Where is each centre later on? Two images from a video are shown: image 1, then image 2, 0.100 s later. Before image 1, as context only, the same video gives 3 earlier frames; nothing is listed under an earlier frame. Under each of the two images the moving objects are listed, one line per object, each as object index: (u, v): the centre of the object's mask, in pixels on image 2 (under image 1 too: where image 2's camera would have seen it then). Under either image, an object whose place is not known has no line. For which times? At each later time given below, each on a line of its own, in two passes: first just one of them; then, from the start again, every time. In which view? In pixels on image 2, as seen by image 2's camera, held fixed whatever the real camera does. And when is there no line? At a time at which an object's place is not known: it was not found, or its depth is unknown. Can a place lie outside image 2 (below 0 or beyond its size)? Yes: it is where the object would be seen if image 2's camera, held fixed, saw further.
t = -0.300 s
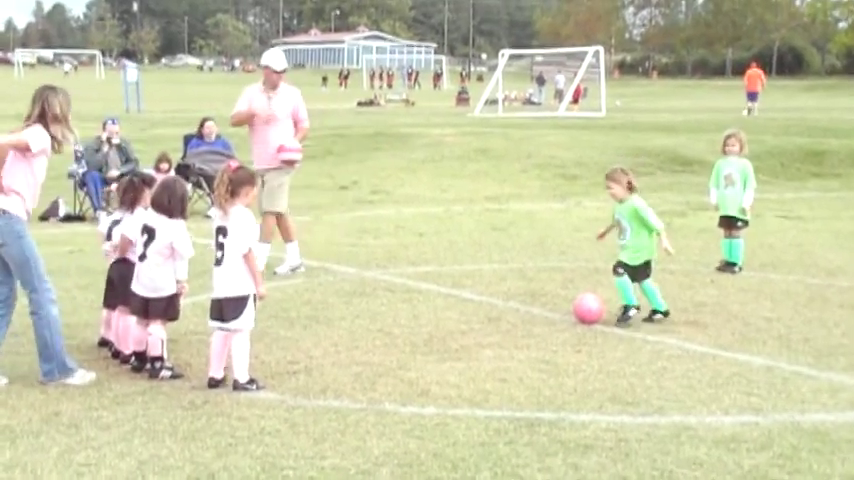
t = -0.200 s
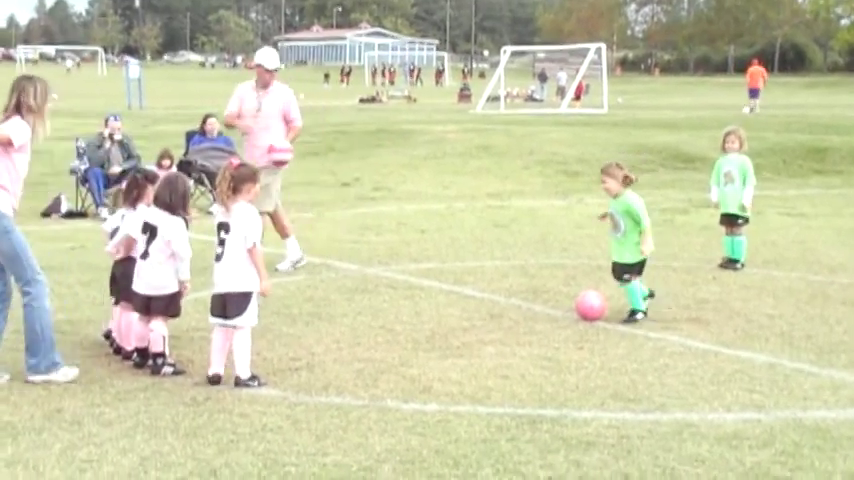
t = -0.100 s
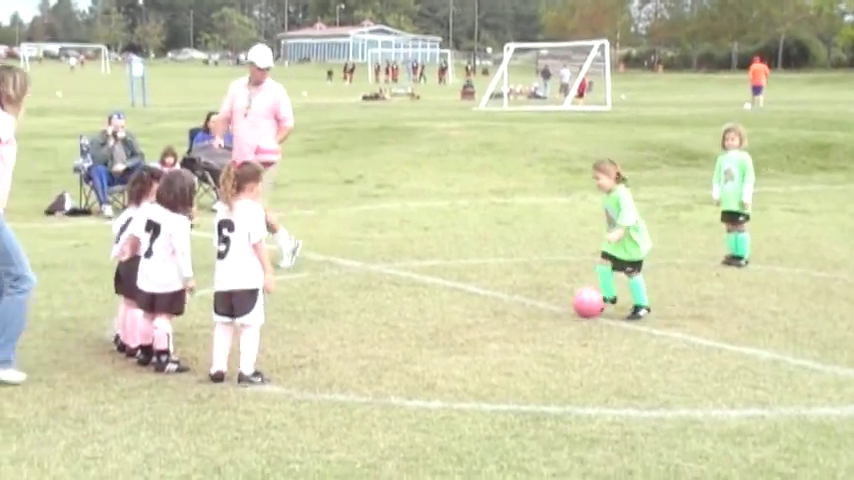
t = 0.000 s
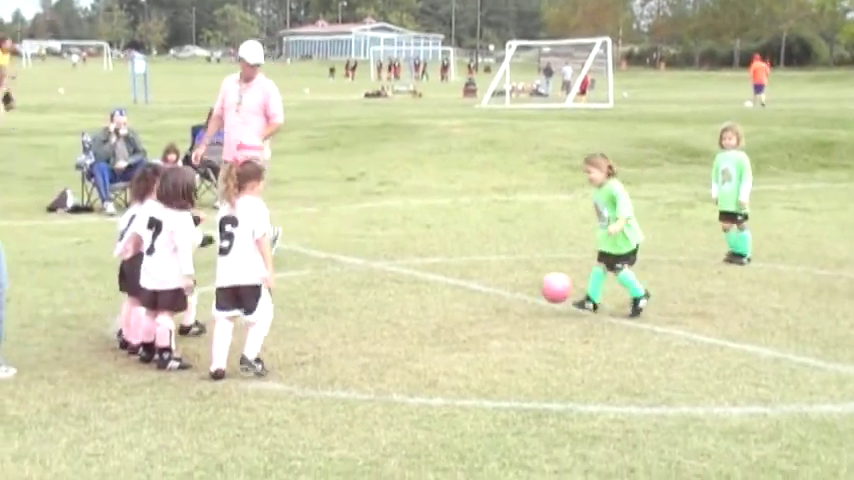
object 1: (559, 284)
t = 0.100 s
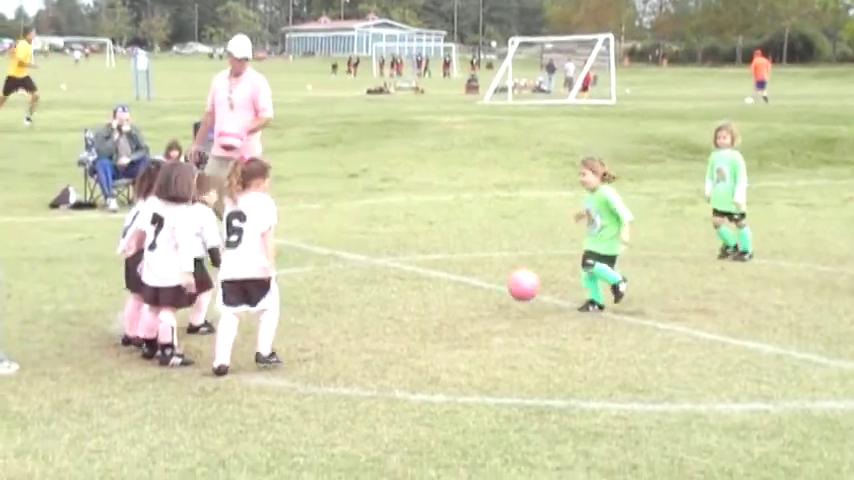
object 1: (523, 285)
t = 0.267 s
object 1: (466, 308)
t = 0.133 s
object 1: (512, 289)
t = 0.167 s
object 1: (499, 295)
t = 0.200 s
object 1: (487, 303)
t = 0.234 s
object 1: (475, 310)
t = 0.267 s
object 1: (466, 308)
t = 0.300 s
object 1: (458, 305)
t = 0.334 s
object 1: (450, 305)
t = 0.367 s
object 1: (441, 307)
